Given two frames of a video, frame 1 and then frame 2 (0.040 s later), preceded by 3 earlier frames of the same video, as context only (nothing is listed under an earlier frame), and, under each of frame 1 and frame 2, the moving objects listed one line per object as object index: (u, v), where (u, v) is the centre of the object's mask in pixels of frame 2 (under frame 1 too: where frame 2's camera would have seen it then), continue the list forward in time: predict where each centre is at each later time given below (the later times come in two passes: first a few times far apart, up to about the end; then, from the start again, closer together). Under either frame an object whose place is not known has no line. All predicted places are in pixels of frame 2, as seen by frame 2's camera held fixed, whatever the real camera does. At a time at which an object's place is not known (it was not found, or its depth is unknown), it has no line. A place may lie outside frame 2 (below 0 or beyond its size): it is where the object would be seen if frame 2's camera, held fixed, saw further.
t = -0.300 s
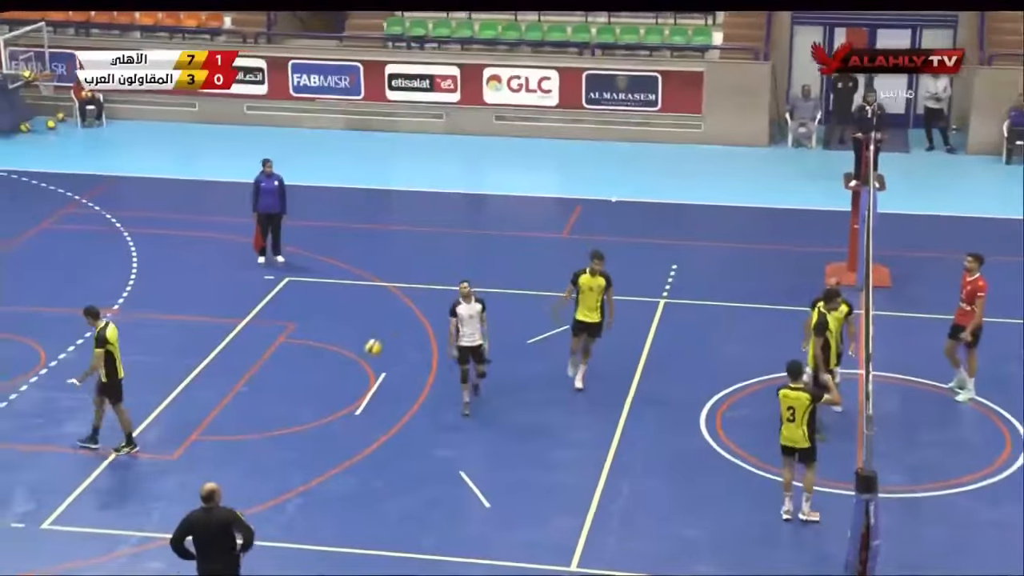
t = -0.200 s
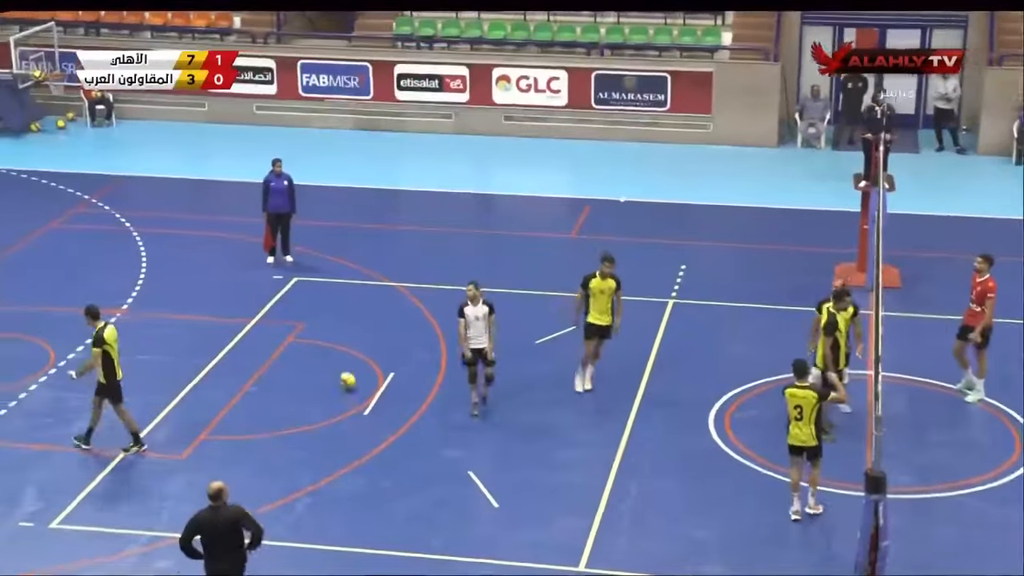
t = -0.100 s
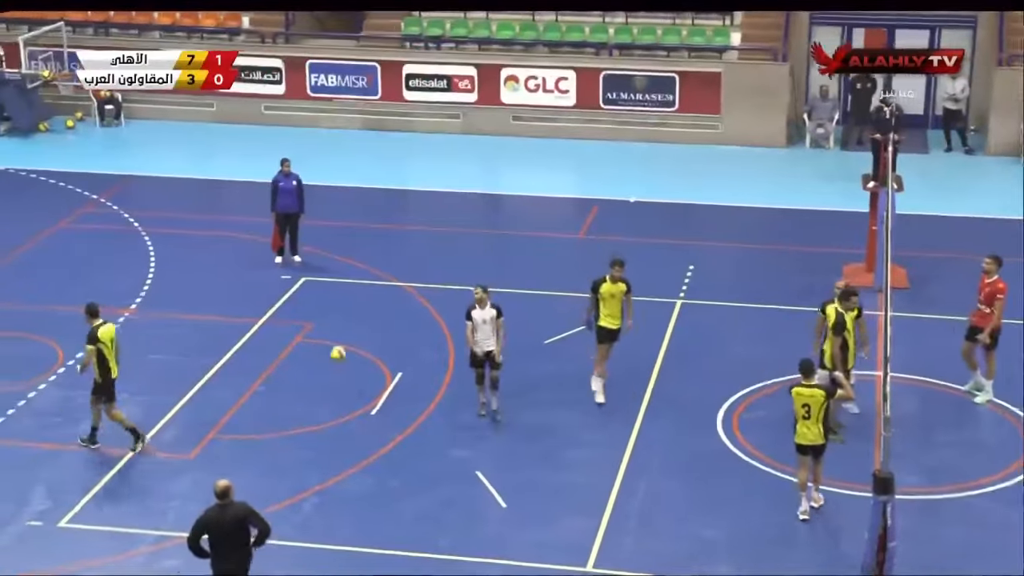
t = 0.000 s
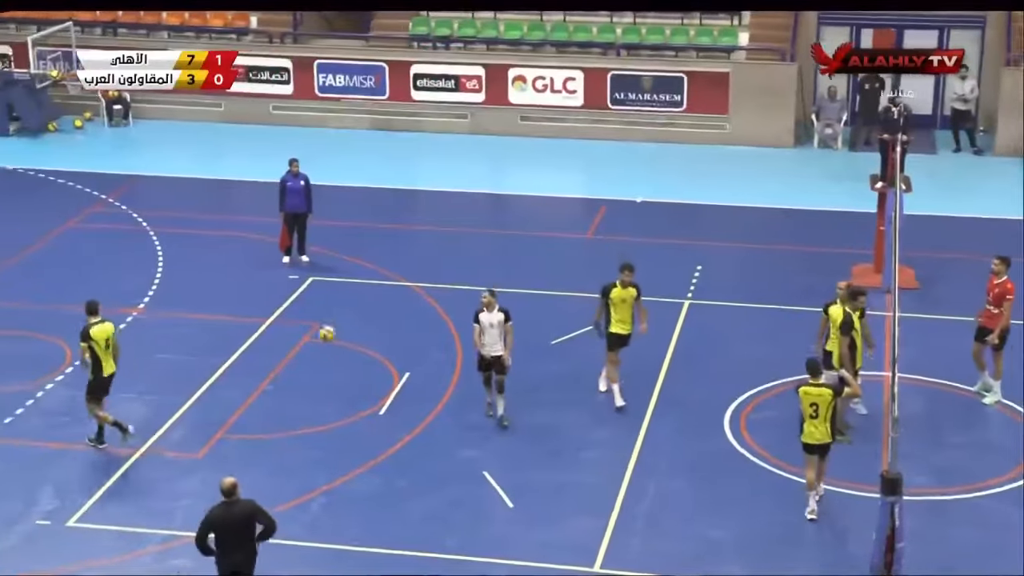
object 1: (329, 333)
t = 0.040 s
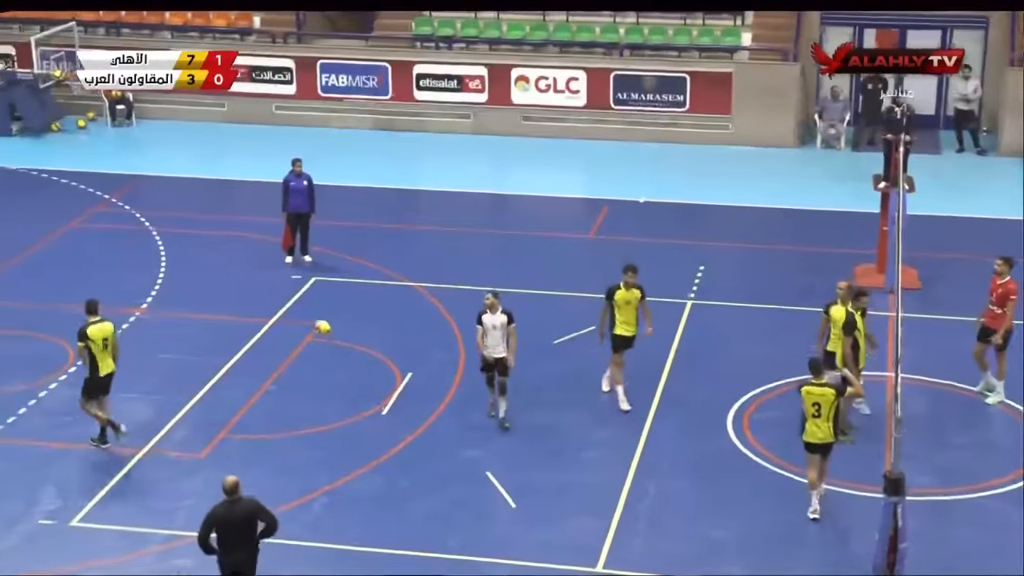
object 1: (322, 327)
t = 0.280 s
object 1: (281, 314)
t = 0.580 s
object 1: (232, 353)
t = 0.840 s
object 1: (188, 367)
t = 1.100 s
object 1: (142, 345)
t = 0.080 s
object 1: (315, 322)
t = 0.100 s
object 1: (311, 321)
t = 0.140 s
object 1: (305, 318)
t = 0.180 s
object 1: (297, 314)
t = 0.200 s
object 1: (295, 314)
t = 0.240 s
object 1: (288, 314)
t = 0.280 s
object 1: (281, 314)
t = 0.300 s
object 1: (278, 315)
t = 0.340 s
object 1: (270, 318)
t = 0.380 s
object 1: (264, 321)
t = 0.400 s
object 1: (261, 323)
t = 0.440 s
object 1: (254, 327)
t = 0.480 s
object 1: (247, 333)
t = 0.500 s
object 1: (244, 336)
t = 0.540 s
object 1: (238, 344)
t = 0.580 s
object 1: (232, 353)
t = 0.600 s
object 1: (228, 359)
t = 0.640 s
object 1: (222, 368)
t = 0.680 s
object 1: (216, 379)
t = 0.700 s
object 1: (214, 387)
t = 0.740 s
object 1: (207, 388)
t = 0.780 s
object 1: (200, 378)
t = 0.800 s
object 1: (196, 375)
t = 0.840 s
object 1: (188, 367)
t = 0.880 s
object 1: (182, 361)
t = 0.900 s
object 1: (177, 358)
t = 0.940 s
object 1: (170, 353)
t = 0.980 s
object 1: (163, 349)
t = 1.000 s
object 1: (159, 348)
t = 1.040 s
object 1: (153, 346)
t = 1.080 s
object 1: (145, 345)
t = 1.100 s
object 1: (142, 345)
